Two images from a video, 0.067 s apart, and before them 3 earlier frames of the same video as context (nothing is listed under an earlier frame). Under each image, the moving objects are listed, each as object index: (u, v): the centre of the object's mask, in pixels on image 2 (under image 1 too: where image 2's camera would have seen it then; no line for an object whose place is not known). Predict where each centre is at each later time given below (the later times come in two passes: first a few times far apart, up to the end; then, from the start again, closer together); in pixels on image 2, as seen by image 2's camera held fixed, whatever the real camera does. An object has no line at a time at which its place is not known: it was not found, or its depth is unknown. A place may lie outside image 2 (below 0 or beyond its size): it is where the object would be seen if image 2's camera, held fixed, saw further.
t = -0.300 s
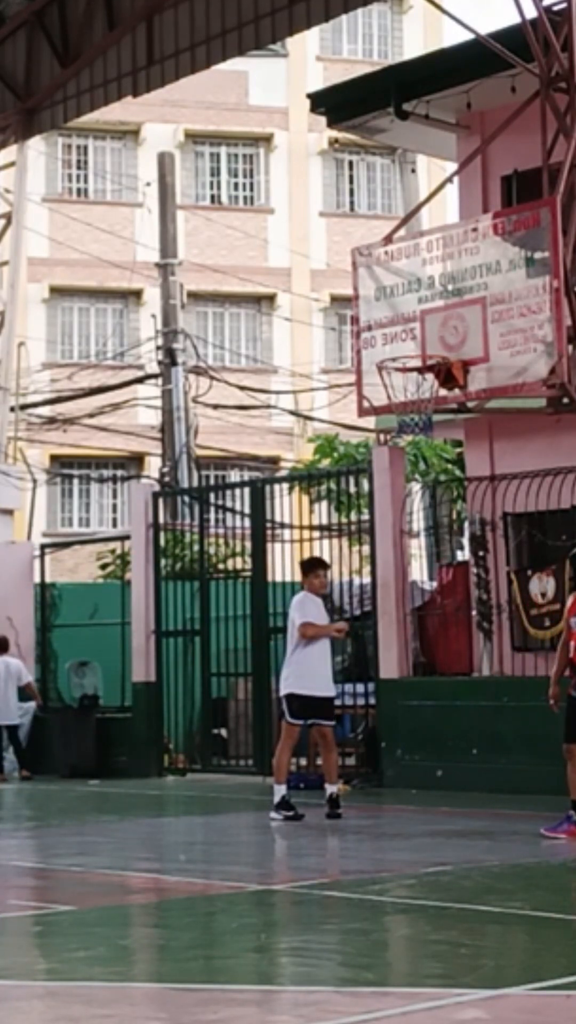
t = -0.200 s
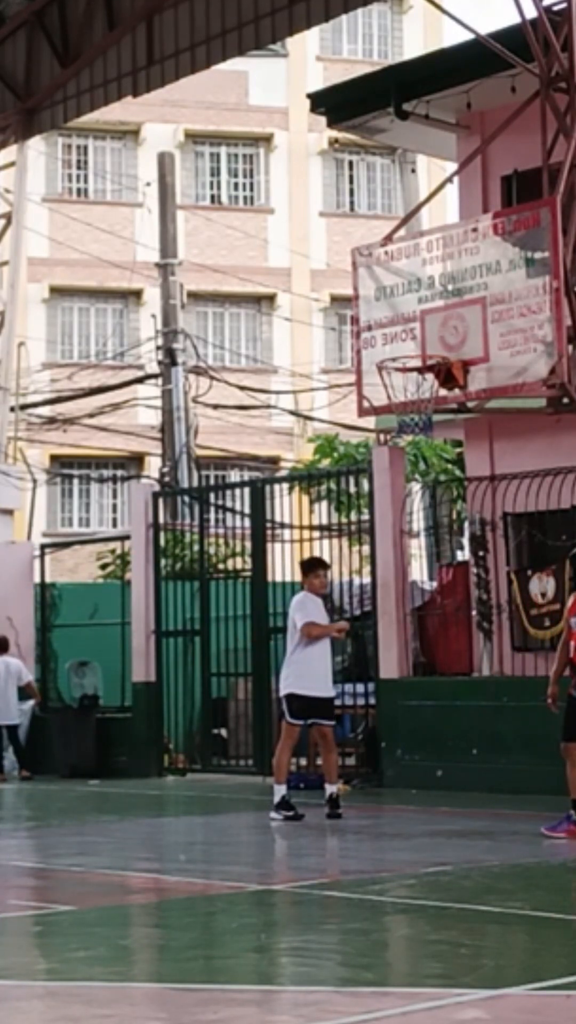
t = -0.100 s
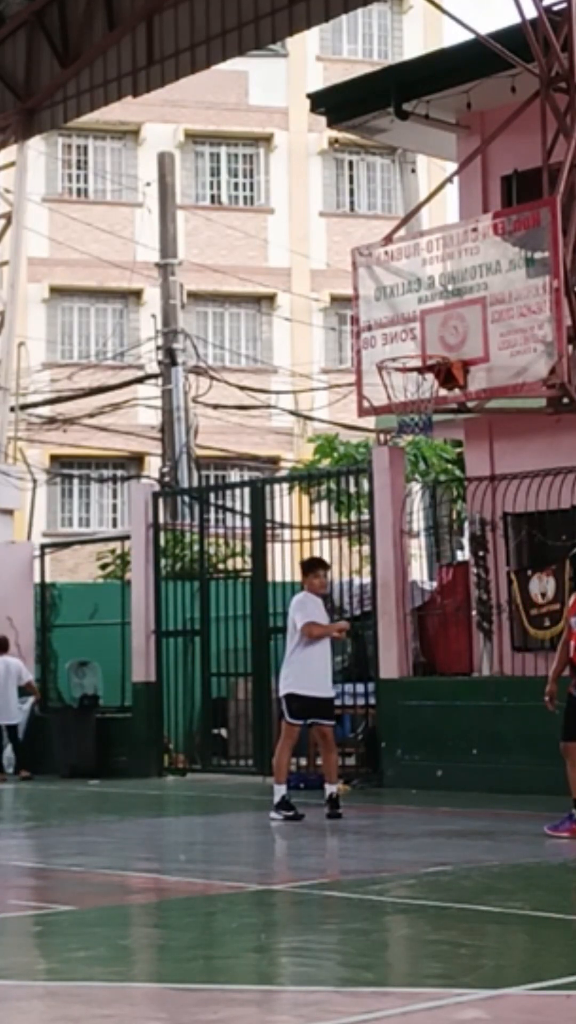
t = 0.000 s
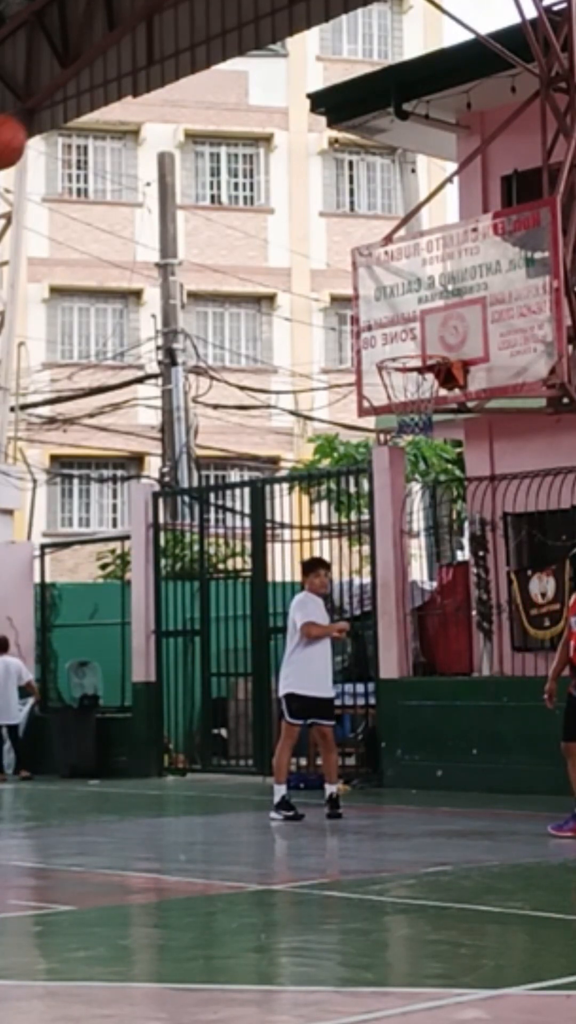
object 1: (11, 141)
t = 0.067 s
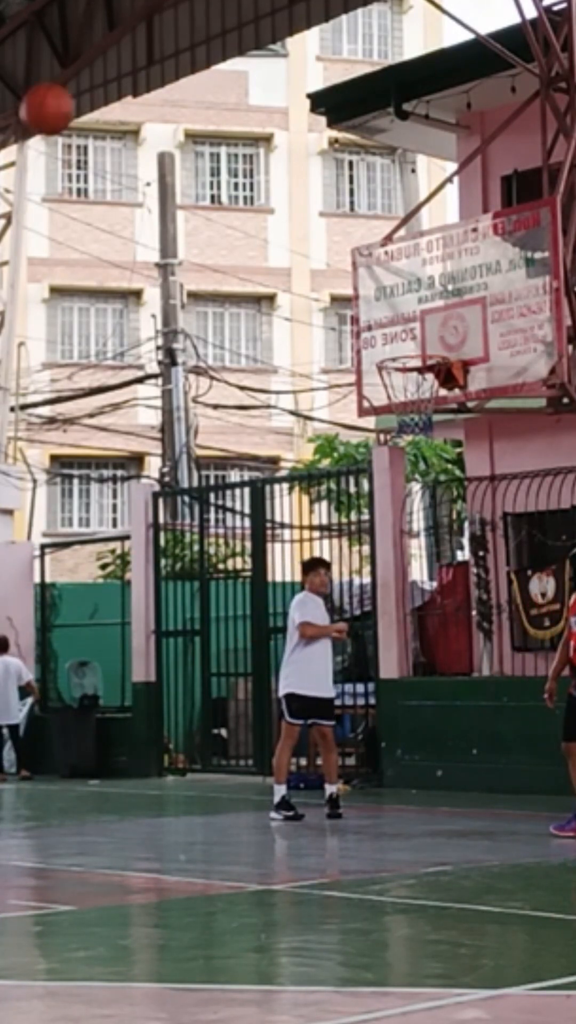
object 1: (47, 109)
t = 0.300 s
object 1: (191, 74)
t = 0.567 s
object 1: (323, 150)
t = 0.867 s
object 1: (443, 342)
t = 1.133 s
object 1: (556, 332)
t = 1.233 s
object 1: (567, 343)
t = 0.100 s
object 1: (70, 96)
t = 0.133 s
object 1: (92, 87)
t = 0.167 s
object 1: (113, 80)
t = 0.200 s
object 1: (134, 76)
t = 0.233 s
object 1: (153, 74)
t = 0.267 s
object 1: (173, 73)
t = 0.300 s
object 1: (191, 74)
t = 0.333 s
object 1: (210, 78)
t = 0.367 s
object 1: (228, 84)
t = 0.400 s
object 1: (244, 91)
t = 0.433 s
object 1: (261, 100)
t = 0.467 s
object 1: (277, 110)
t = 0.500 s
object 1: (292, 122)
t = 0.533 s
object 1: (307, 136)
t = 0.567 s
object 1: (323, 150)
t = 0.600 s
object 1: (336, 166)
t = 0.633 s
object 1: (350, 184)
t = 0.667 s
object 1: (365, 203)
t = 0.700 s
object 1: (379, 224)
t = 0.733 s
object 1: (392, 245)
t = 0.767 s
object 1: (405, 268)
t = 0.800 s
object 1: (417, 291)
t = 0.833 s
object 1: (430, 316)
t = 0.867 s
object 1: (443, 342)
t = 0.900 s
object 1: (459, 342)
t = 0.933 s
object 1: (478, 339)
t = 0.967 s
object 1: (498, 336)
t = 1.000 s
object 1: (518, 335)
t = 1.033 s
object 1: (538, 336)
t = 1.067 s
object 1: (545, 334)
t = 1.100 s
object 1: (550, 332)
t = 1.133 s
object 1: (556, 332)
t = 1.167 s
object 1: (560, 334)
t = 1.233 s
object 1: (567, 343)
